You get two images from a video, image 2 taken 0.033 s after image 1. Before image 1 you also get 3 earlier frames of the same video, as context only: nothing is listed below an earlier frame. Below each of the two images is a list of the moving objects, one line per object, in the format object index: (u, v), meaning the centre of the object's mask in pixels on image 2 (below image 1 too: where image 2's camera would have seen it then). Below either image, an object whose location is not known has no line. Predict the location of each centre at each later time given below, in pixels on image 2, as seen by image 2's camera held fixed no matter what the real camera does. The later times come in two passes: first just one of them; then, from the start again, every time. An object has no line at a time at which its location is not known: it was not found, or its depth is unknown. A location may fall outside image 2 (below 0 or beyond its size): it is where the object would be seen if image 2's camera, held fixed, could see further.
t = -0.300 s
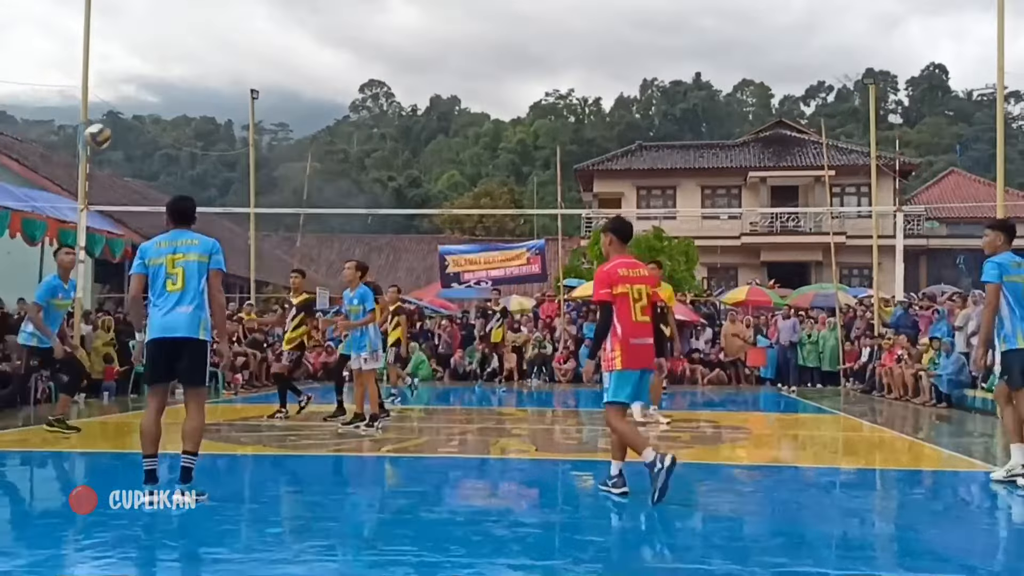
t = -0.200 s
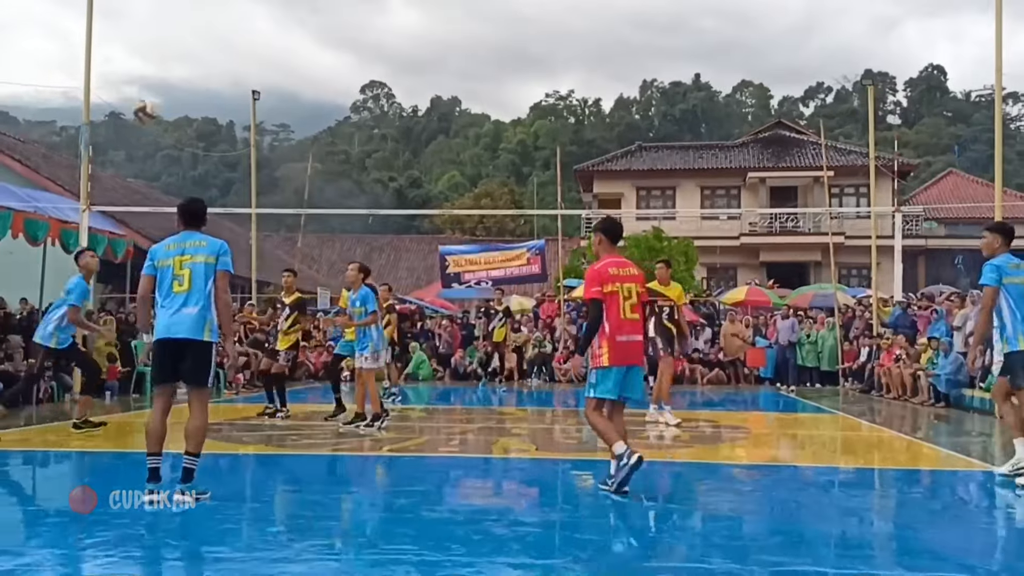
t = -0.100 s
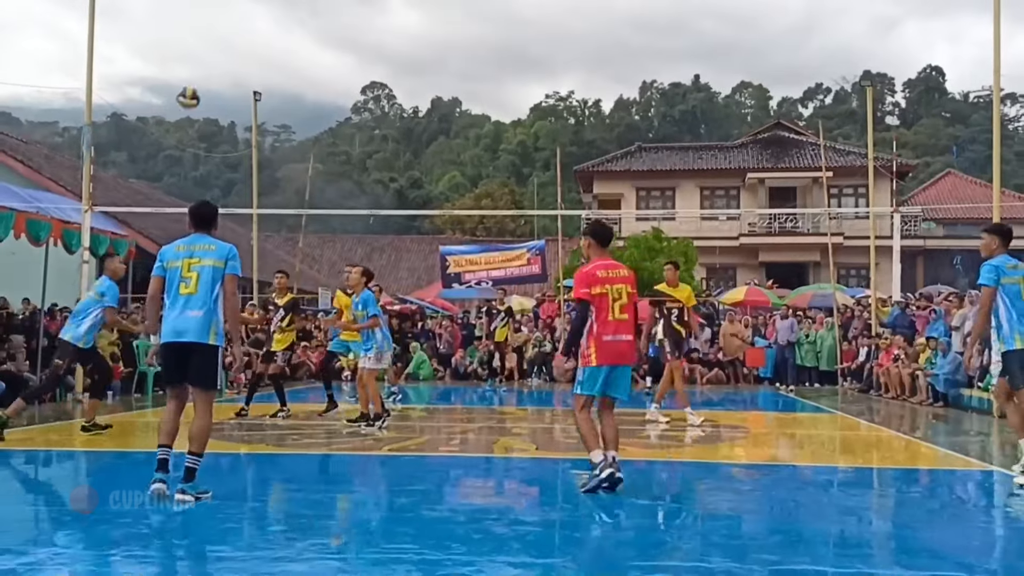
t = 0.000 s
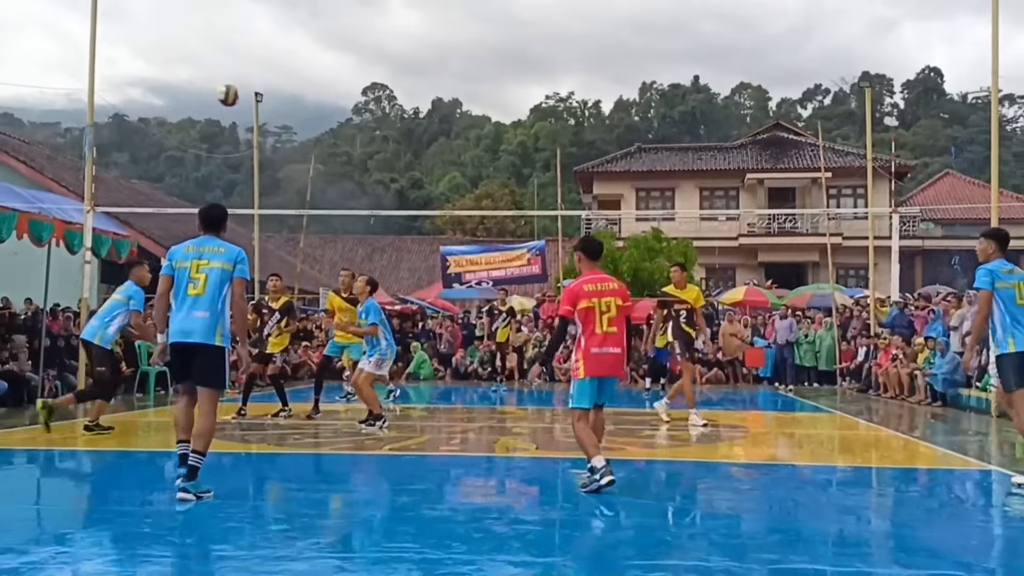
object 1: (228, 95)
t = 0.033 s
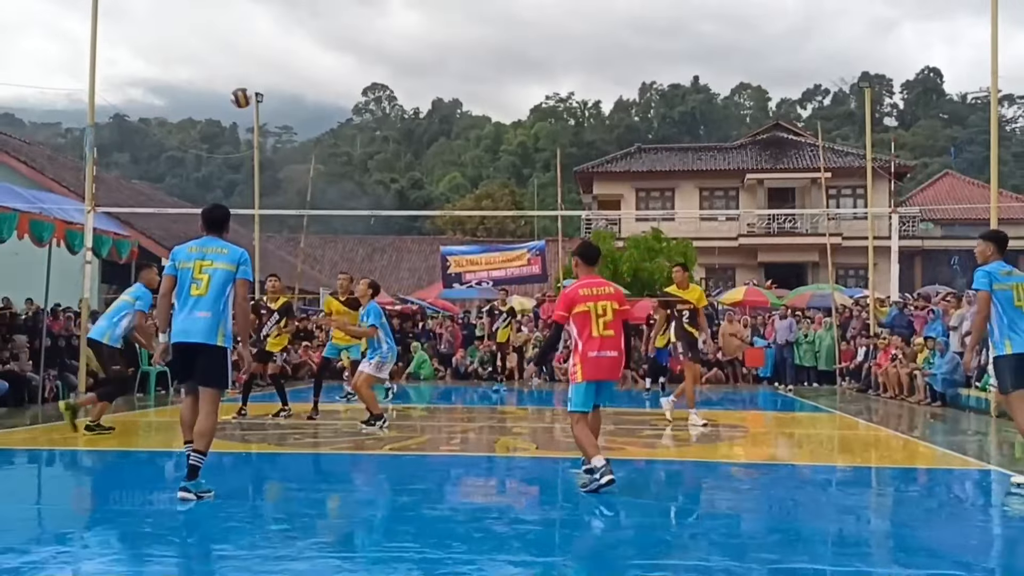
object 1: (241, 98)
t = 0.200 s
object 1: (297, 116)
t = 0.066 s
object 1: (253, 100)
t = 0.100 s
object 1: (264, 102)
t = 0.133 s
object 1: (276, 107)
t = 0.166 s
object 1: (287, 111)
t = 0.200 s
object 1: (297, 116)
